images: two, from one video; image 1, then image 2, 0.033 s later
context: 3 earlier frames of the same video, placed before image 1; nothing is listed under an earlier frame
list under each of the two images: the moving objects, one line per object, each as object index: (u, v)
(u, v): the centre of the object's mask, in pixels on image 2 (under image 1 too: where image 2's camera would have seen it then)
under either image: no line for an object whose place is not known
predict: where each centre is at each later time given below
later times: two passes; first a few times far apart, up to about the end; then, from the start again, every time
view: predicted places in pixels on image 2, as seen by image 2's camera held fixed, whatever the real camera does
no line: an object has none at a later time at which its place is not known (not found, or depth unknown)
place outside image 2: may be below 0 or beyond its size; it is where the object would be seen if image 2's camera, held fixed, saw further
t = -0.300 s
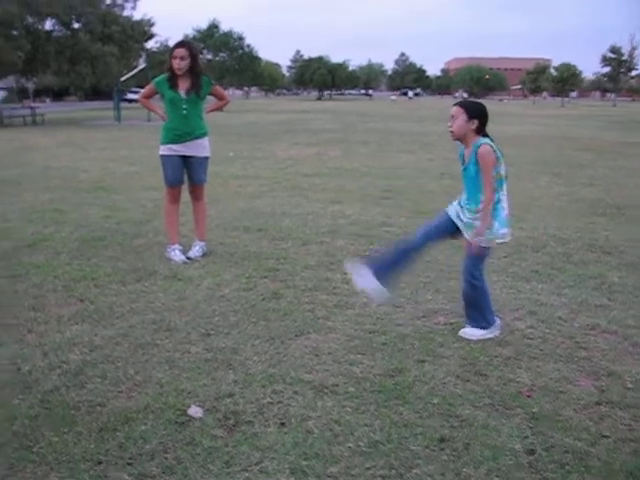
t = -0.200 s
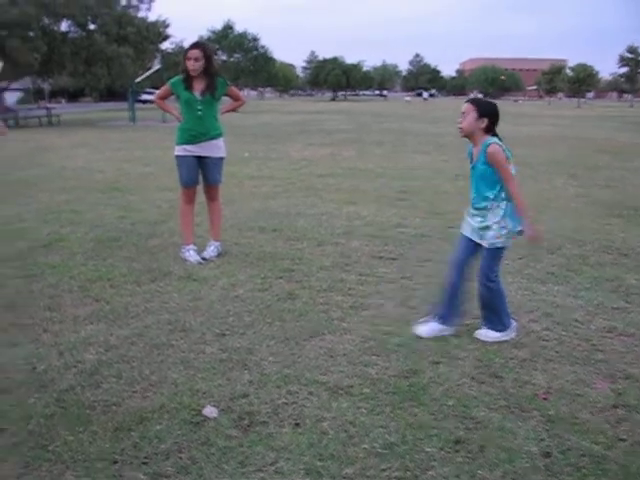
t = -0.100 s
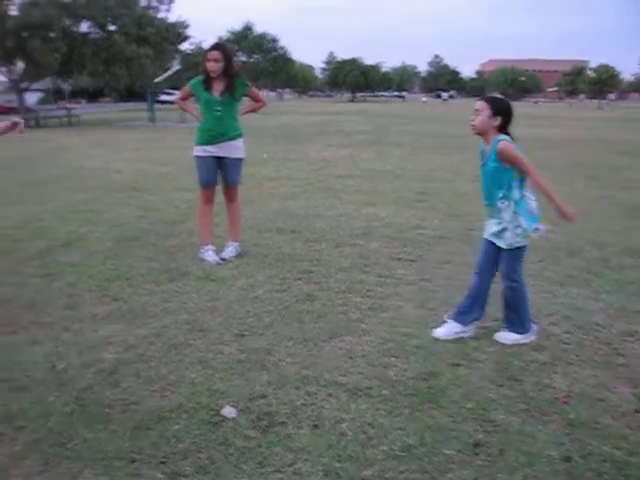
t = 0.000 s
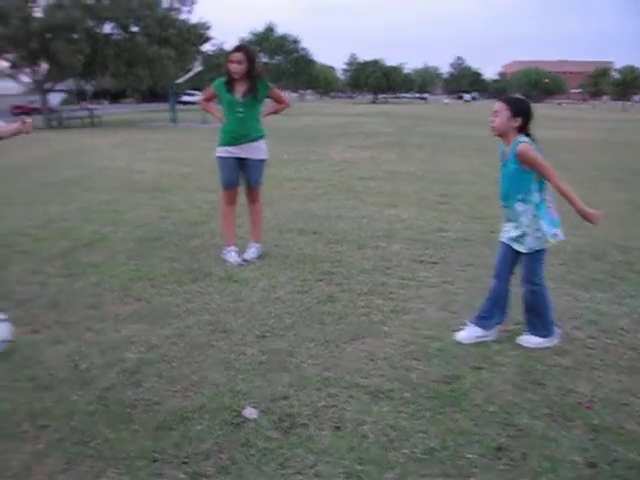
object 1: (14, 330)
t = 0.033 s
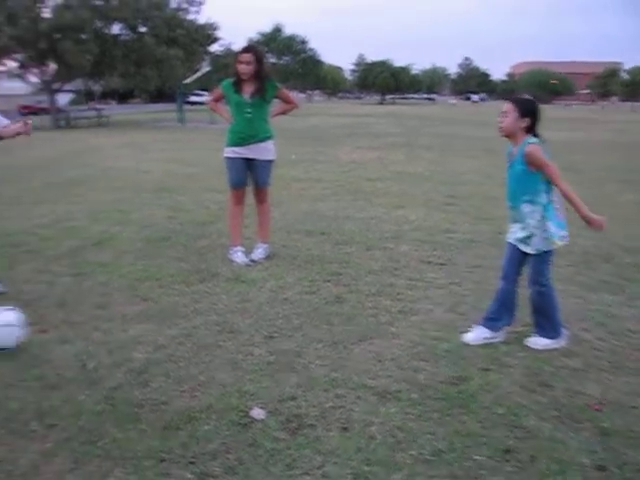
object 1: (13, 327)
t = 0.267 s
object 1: (65, 345)
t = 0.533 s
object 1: (151, 357)
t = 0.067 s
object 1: (13, 325)
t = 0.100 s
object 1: (18, 323)
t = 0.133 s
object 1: (27, 325)
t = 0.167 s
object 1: (36, 329)
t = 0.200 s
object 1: (45, 334)
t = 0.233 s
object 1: (56, 342)
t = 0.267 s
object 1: (65, 345)
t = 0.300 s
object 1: (76, 344)
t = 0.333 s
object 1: (86, 345)
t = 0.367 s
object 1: (97, 348)
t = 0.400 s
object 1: (108, 350)
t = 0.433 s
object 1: (119, 352)
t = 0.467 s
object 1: (129, 354)
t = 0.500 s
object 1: (140, 355)
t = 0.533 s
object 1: (151, 357)
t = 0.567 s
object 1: (160, 357)
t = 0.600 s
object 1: (171, 358)
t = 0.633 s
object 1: (181, 361)
